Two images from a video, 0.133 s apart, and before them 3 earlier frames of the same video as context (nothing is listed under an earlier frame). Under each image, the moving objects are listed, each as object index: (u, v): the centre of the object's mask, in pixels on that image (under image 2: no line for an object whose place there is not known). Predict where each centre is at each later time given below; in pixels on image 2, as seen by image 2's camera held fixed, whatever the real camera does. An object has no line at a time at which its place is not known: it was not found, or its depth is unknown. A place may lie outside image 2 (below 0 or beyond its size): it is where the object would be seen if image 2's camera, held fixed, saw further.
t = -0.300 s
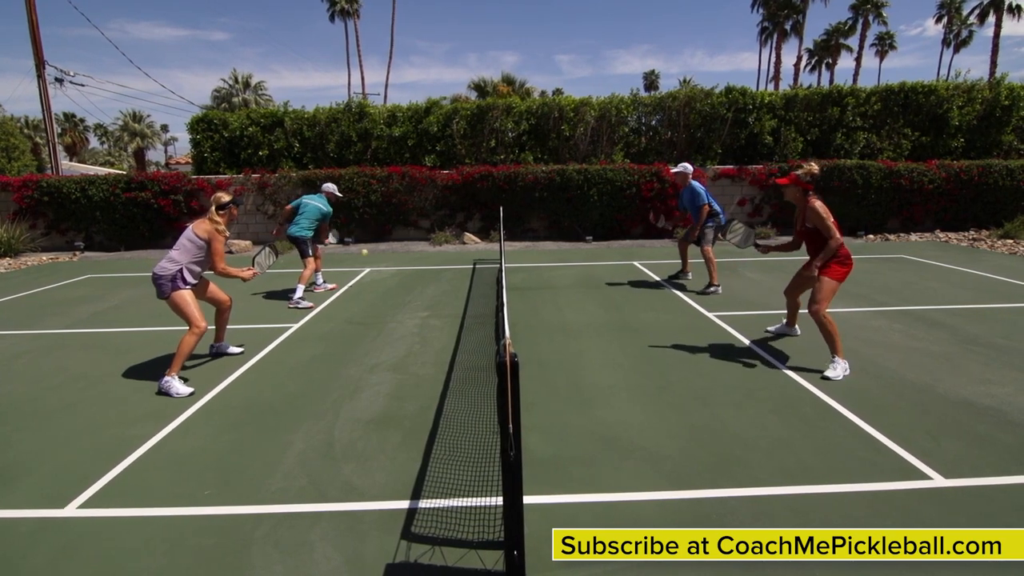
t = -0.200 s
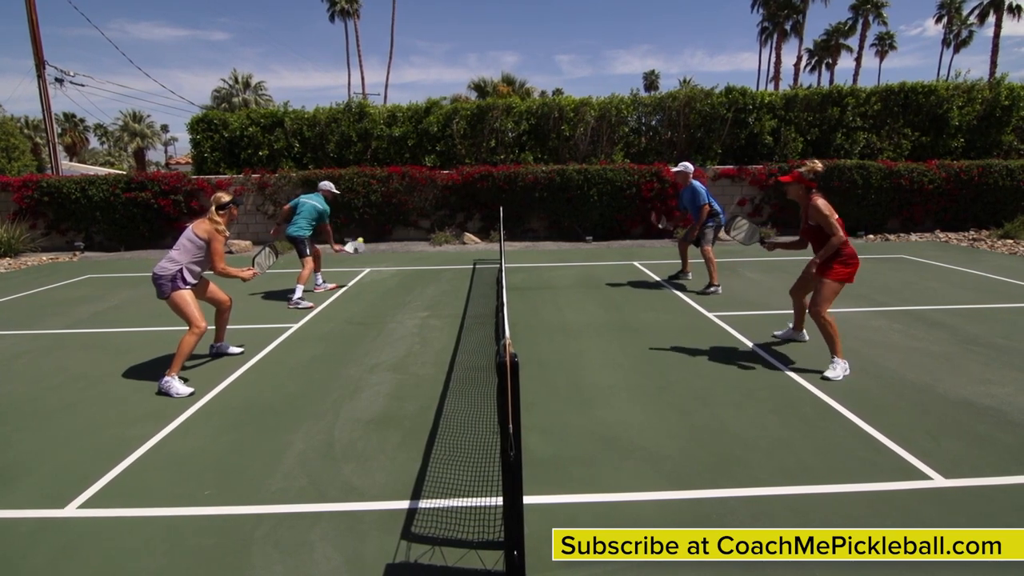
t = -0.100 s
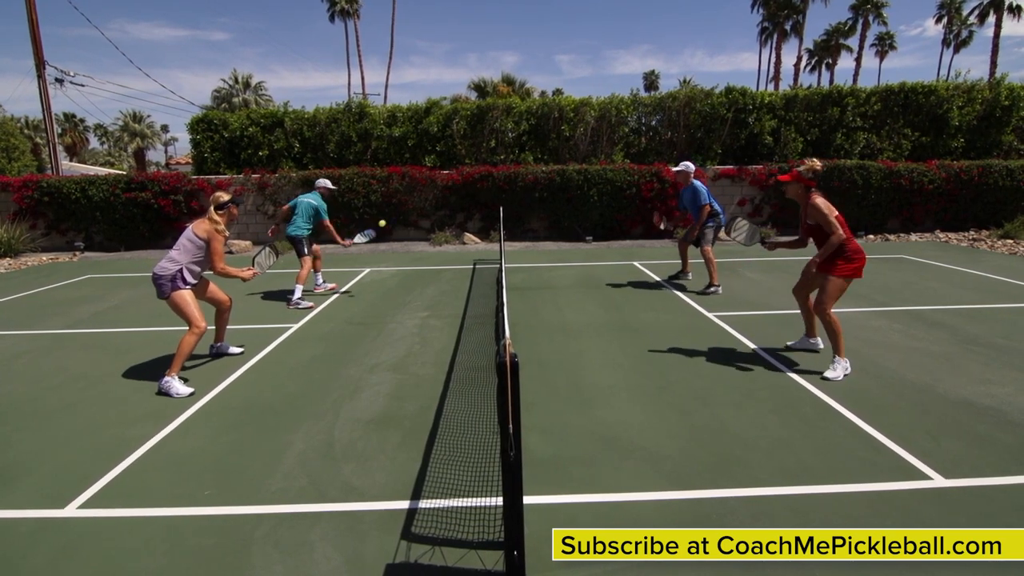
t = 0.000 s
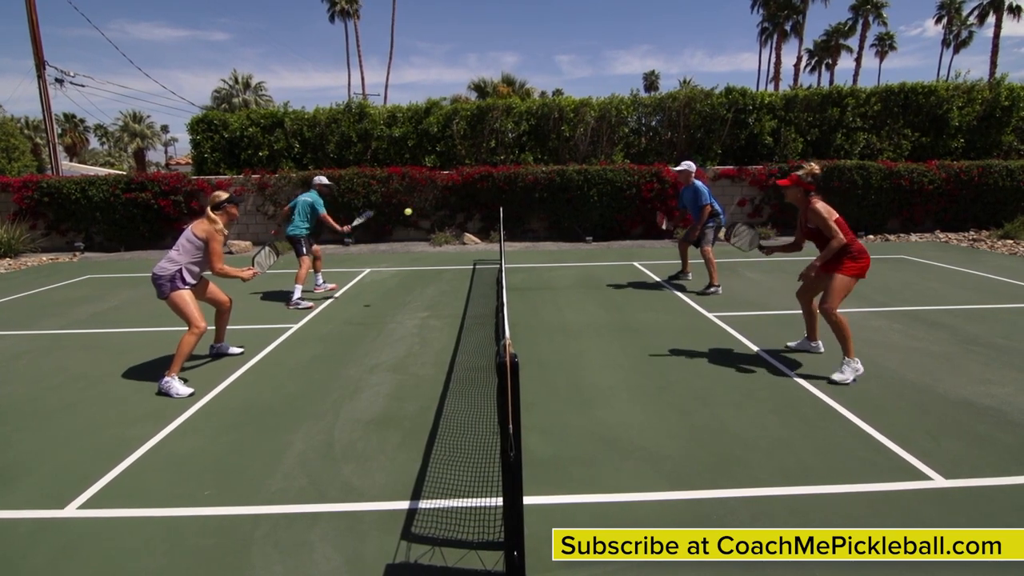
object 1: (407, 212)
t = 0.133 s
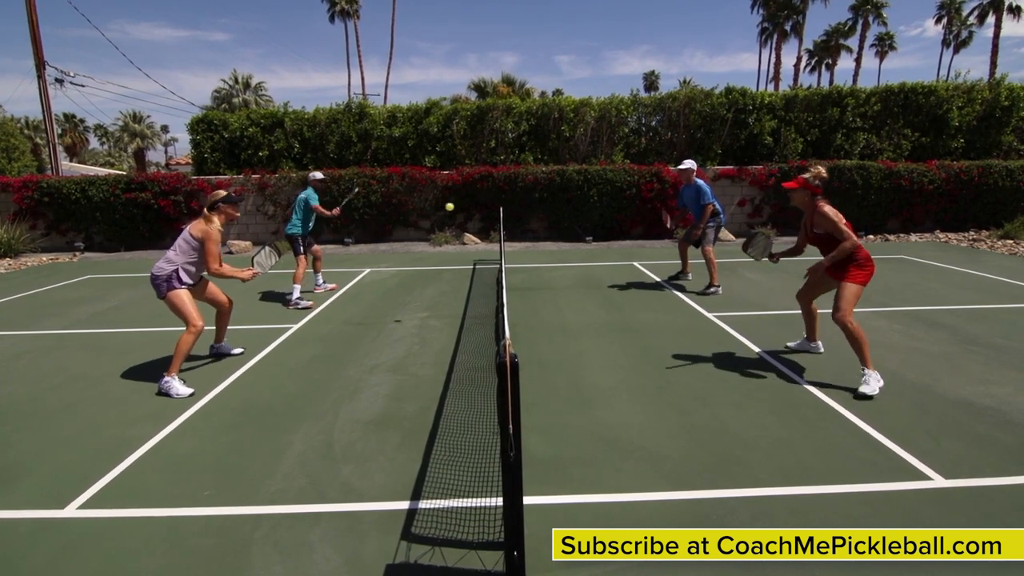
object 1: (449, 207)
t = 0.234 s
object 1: (486, 214)
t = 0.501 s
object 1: (623, 301)
